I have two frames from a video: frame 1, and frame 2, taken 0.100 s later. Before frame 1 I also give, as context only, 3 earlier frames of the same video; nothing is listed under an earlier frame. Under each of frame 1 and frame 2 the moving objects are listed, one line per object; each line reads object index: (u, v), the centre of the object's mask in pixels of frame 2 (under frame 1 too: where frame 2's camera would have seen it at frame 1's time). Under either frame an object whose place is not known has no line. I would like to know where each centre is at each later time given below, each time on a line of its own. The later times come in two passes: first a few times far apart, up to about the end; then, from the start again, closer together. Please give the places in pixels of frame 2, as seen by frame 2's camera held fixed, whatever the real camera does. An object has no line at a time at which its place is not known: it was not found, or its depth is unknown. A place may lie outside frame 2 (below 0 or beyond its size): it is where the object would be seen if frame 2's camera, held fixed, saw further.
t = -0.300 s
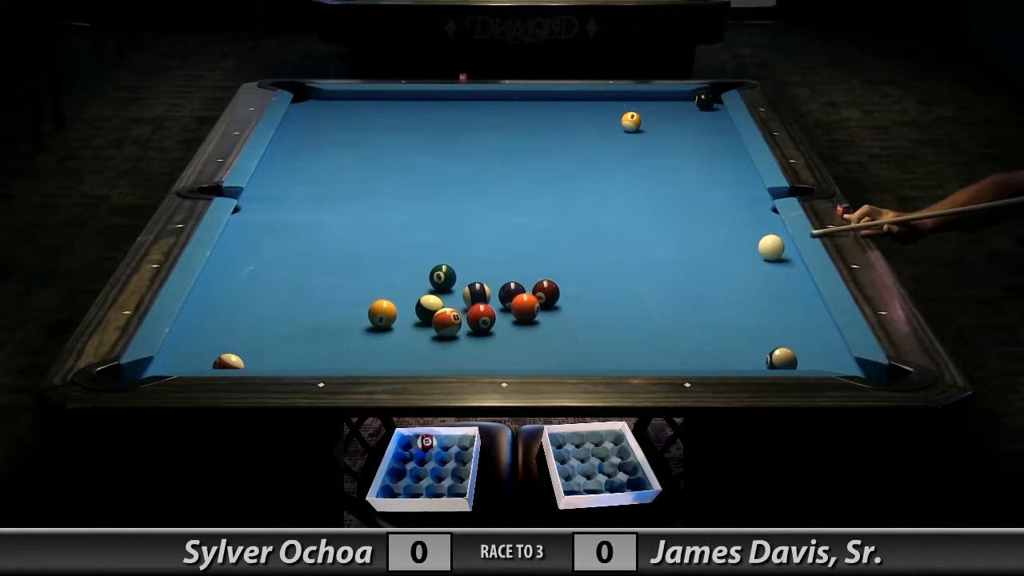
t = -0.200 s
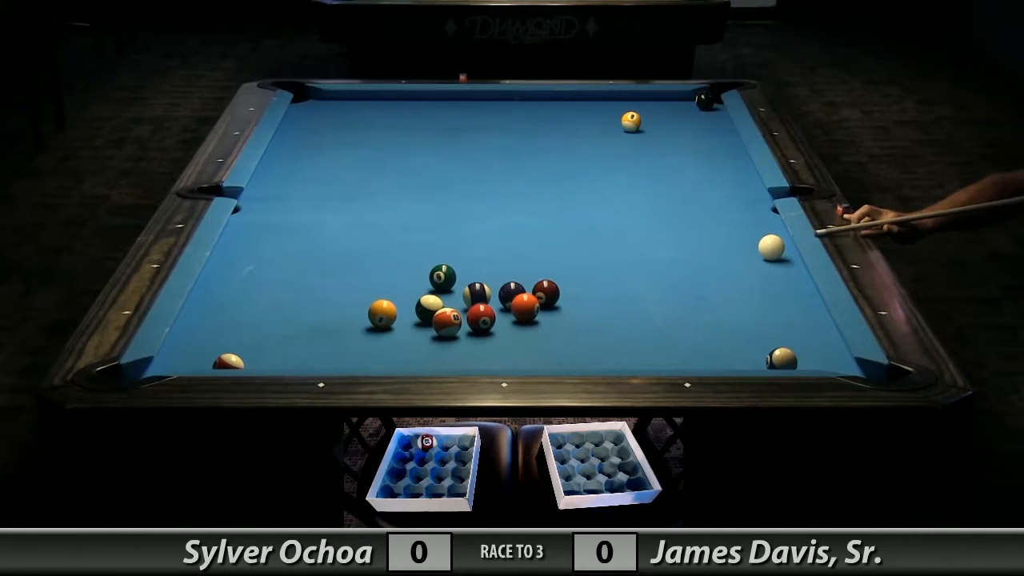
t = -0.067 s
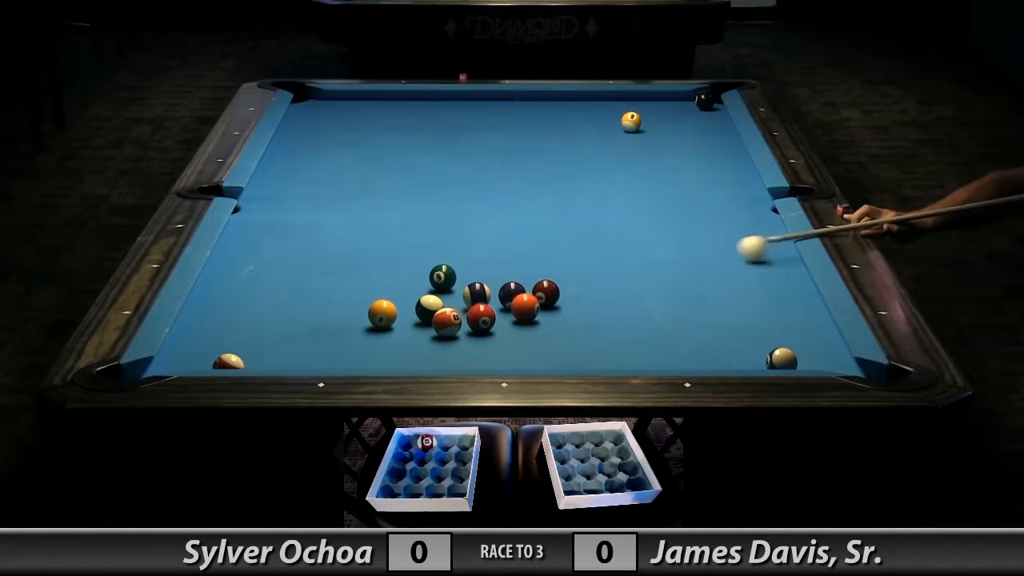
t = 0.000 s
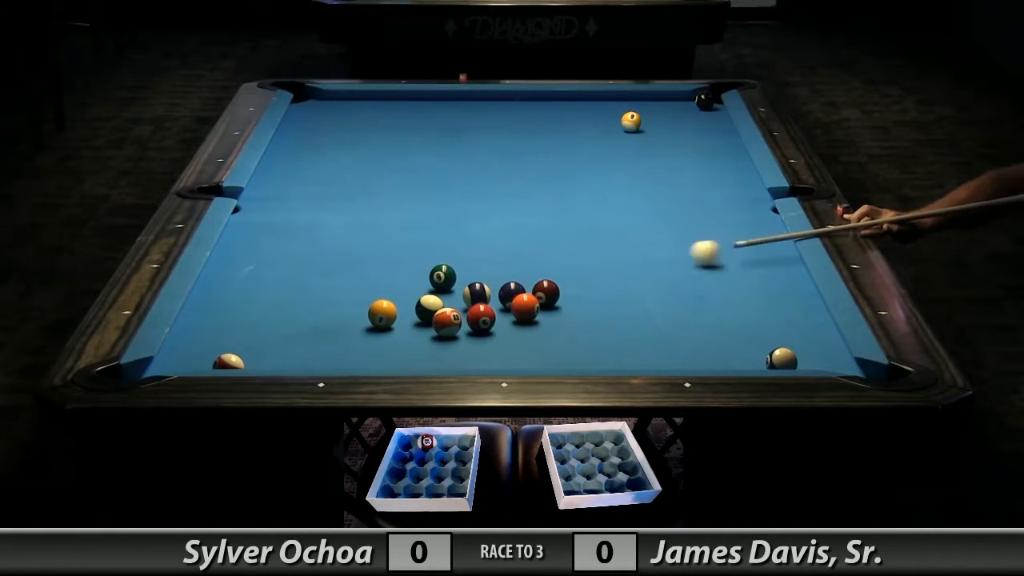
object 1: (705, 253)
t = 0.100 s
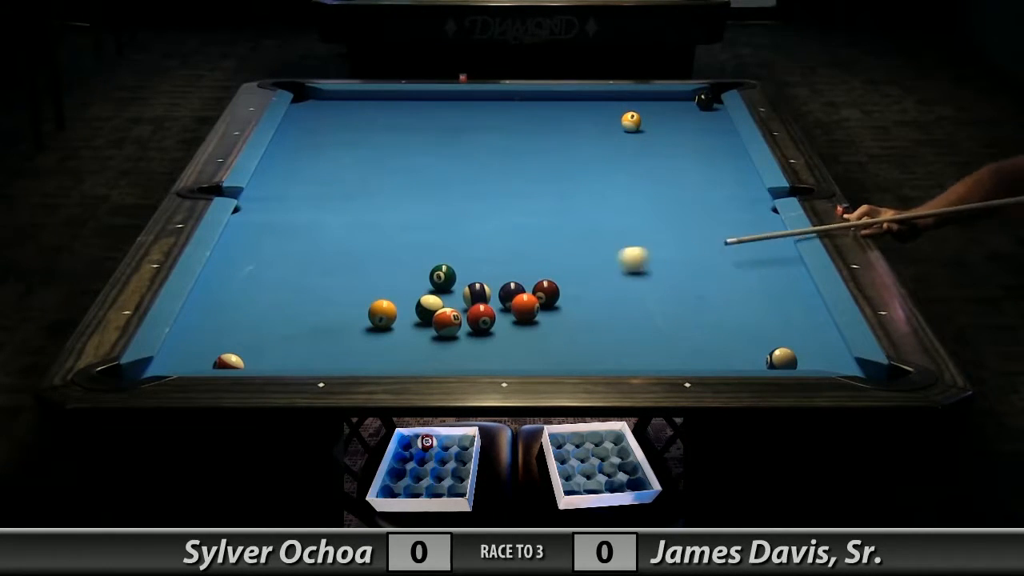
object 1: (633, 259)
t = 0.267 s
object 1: (511, 269)
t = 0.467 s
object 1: (446, 272)
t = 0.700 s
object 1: (395, 271)
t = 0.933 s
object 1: (345, 270)
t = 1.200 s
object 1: (292, 270)
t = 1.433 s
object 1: (246, 269)
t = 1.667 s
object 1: (224, 268)
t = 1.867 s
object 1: (247, 268)
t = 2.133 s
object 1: (275, 267)
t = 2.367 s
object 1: (298, 267)
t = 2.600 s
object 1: (318, 266)
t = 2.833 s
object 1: (335, 266)
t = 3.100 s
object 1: (353, 266)
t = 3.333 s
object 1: (365, 265)
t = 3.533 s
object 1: (374, 265)
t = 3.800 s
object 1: (384, 265)
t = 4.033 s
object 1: (390, 264)
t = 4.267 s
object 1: (394, 264)
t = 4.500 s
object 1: (396, 265)
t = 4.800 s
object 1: (396, 265)
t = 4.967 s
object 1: (396, 265)
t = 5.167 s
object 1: (396, 265)
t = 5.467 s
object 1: (396, 265)
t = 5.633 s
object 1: (396, 265)
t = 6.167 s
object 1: (396, 265)
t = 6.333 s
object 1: (396, 265)
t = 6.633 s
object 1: (396, 265)
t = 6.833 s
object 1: (396, 265)
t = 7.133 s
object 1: (396, 265)
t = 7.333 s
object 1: (396, 265)
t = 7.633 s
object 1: (396, 265)
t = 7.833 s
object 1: (396, 265)
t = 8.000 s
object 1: (396, 265)
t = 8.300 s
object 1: (396, 265)
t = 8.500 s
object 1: (396, 265)
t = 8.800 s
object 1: (396, 265)
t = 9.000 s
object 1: (396, 265)
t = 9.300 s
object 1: (396, 265)
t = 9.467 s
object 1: (396, 265)
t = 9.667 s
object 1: (396, 265)
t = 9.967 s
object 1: (396, 265)
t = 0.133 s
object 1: (609, 261)
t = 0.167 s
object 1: (585, 263)
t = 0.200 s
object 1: (561, 265)
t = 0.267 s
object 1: (511, 269)
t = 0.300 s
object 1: (487, 271)
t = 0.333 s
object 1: (466, 273)
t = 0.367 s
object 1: (463, 272)
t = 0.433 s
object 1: (454, 272)
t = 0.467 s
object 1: (446, 272)
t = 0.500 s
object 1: (439, 272)
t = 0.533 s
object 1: (431, 272)
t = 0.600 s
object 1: (417, 272)
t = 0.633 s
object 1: (409, 271)
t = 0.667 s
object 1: (402, 271)
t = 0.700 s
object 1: (395, 271)
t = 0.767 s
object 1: (380, 271)
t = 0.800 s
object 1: (373, 271)
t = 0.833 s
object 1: (366, 271)
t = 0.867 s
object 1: (359, 271)
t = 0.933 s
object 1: (345, 270)
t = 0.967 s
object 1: (339, 270)
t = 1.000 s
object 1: (332, 270)
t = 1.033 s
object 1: (325, 270)
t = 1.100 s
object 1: (312, 270)
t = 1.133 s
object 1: (305, 270)
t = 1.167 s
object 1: (298, 270)
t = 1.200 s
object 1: (292, 270)
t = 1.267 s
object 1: (279, 270)
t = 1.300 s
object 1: (272, 269)
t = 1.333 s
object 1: (266, 269)
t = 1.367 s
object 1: (259, 269)
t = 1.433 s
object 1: (246, 269)
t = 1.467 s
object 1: (241, 269)
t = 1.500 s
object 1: (234, 269)
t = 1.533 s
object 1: (228, 269)
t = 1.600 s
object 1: (217, 268)
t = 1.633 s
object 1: (220, 269)
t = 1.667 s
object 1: (224, 268)
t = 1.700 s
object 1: (228, 268)
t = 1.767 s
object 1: (235, 268)
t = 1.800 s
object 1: (239, 268)
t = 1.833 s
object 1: (243, 268)
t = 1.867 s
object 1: (247, 268)
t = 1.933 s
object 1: (255, 267)
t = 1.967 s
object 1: (258, 268)
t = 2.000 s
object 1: (262, 268)
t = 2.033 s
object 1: (265, 267)
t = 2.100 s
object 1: (272, 267)
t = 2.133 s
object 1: (275, 267)
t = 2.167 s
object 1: (279, 267)
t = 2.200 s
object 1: (282, 267)
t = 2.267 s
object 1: (288, 267)
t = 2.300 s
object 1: (292, 267)
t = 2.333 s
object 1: (295, 267)
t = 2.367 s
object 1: (298, 267)
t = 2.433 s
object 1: (304, 267)
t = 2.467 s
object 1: (306, 266)
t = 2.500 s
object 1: (309, 266)
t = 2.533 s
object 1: (312, 266)
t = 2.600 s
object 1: (318, 266)
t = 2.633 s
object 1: (320, 266)
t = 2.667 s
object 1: (323, 266)
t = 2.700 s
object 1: (325, 266)
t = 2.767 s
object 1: (331, 266)
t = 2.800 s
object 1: (333, 266)
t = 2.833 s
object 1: (335, 266)
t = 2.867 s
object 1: (338, 266)
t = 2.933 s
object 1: (342, 266)
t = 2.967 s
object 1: (344, 266)
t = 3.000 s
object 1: (347, 266)
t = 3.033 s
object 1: (349, 266)
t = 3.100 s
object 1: (353, 266)
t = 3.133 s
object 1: (355, 266)
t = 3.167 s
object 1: (357, 266)
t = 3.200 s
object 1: (358, 266)
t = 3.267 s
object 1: (362, 265)
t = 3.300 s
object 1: (364, 265)
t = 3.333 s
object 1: (365, 265)
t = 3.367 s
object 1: (367, 265)
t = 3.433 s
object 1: (370, 265)
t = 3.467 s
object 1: (372, 265)
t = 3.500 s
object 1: (373, 265)
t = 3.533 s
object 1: (374, 265)
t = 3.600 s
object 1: (377, 265)
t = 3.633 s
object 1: (378, 265)
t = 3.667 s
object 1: (380, 265)
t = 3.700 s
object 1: (381, 265)
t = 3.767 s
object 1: (383, 265)
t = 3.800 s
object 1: (384, 265)
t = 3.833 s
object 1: (385, 265)
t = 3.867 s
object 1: (386, 265)
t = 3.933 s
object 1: (388, 265)
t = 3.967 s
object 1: (389, 265)
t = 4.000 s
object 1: (390, 265)
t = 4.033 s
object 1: (390, 264)
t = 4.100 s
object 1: (391, 265)
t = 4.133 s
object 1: (392, 265)
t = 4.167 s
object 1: (392, 265)
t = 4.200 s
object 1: (393, 264)
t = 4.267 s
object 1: (394, 264)
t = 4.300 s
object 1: (395, 265)
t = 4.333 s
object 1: (395, 265)
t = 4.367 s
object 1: (395, 264)
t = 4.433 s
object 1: (396, 264)
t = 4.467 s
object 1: (396, 264)
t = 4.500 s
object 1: (396, 265)
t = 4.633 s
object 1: (396, 264)
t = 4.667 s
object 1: (396, 265)
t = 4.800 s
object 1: (396, 265)
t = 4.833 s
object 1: (396, 265)
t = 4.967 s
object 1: (396, 265)
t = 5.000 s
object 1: (396, 265)
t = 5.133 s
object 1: (396, 265)
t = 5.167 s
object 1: (396, 265)
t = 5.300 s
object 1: (396, 265)
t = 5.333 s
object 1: (396, 264)
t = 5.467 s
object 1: (396, 265)
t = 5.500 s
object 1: (396, 265)
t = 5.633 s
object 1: (396, 265)
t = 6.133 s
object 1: (396, 265)
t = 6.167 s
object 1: (396, 265)
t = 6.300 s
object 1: (396, 265)
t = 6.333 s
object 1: (396, 265)
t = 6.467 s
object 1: (396, 265)
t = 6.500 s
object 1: (396, 265)
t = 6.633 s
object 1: (396, 265)
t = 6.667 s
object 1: (396, 265)
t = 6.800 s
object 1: (396, 265)
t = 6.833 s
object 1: (396, 265)
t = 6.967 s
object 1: (396, 265)
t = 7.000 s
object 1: (396, 265)
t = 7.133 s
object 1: (396, 265)
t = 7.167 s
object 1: (396, 265)
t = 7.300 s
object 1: (396, 265)
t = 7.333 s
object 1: (396, 265)
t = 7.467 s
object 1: (396, 265)
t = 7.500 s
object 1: (396, 265)
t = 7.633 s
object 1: (396, 265)
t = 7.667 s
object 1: (396, 265)
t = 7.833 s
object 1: (396, 265)
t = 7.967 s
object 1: (396, 265)
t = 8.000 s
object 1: (396, 265)
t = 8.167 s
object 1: (396, 265)
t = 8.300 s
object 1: (396, 265)
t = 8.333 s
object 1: (396, 265)
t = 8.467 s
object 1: (396, 265)
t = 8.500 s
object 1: (396, 265)
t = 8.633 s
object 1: (396, 265)
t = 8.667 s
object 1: (396, 265)
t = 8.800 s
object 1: (396, 265)
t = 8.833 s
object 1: (396, 265)
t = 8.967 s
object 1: (396, 265)
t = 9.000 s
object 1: (396, 265)
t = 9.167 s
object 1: (396, 265)
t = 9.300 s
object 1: (396, 265)
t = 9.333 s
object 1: (396, 265)
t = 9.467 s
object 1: (396, 265)
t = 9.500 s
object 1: (396, 265)
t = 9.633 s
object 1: (396, 265)
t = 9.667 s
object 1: (396, 265)
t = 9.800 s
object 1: (396, 265)
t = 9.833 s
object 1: (396, 265)
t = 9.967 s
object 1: (396, 265)
